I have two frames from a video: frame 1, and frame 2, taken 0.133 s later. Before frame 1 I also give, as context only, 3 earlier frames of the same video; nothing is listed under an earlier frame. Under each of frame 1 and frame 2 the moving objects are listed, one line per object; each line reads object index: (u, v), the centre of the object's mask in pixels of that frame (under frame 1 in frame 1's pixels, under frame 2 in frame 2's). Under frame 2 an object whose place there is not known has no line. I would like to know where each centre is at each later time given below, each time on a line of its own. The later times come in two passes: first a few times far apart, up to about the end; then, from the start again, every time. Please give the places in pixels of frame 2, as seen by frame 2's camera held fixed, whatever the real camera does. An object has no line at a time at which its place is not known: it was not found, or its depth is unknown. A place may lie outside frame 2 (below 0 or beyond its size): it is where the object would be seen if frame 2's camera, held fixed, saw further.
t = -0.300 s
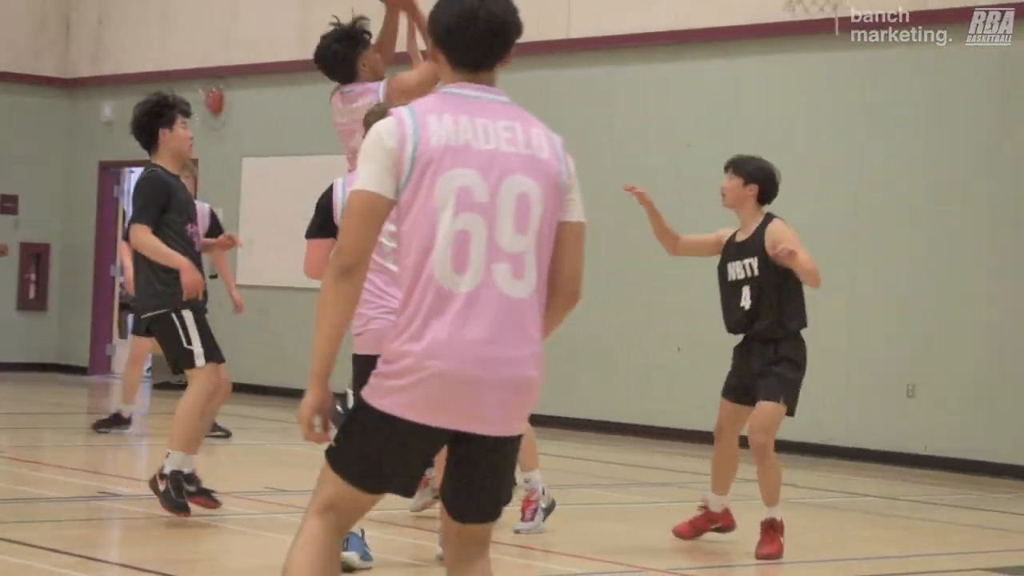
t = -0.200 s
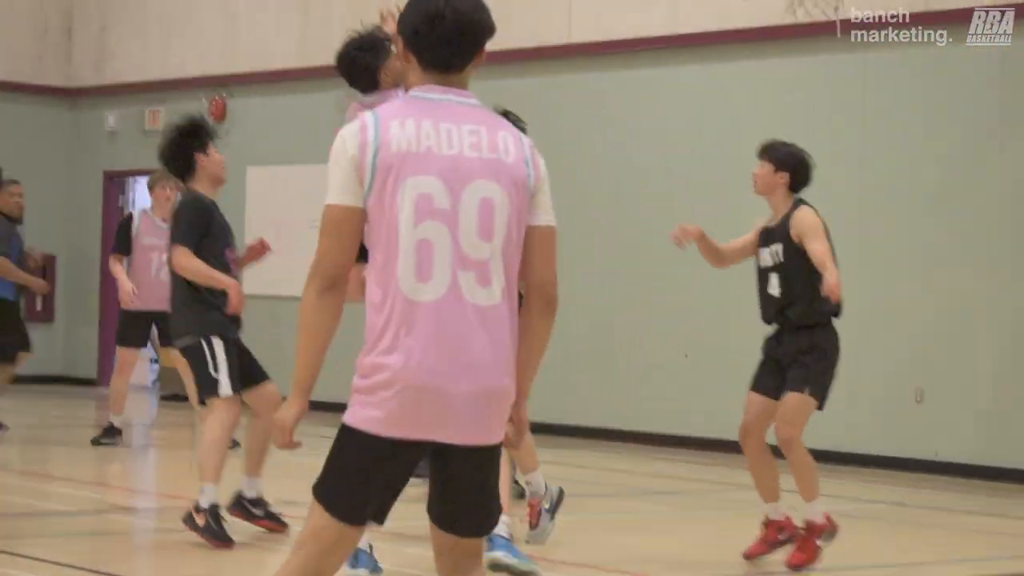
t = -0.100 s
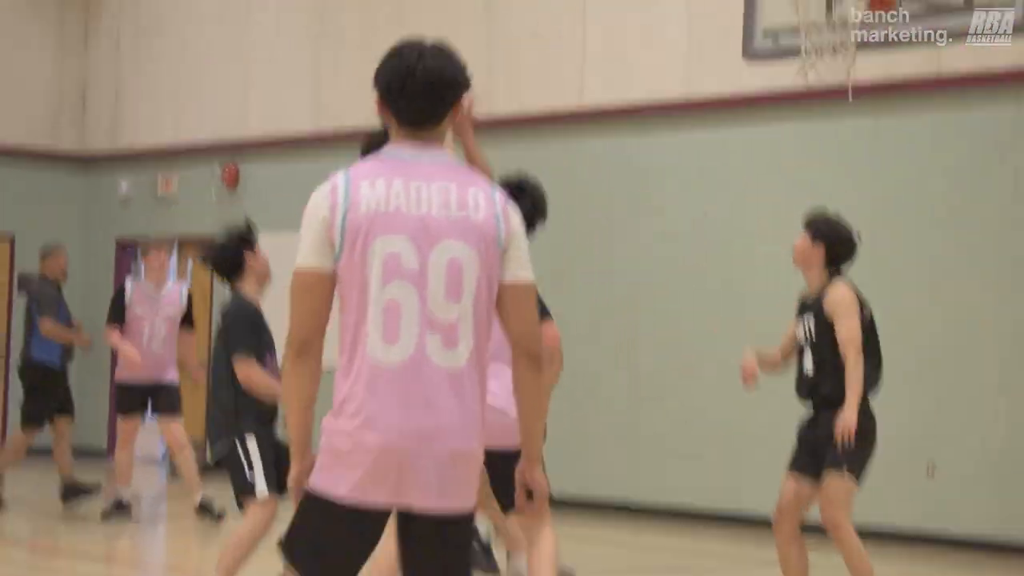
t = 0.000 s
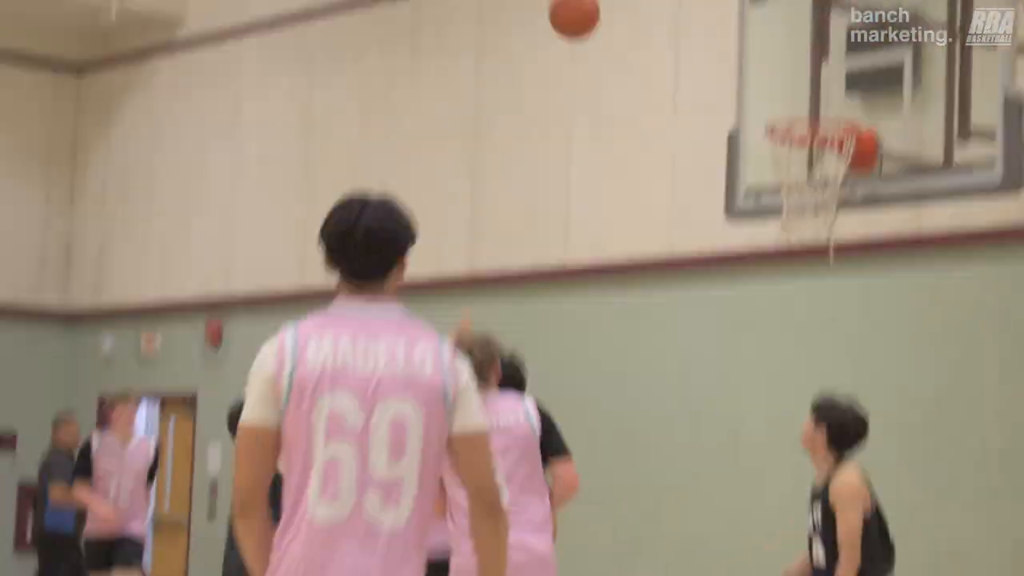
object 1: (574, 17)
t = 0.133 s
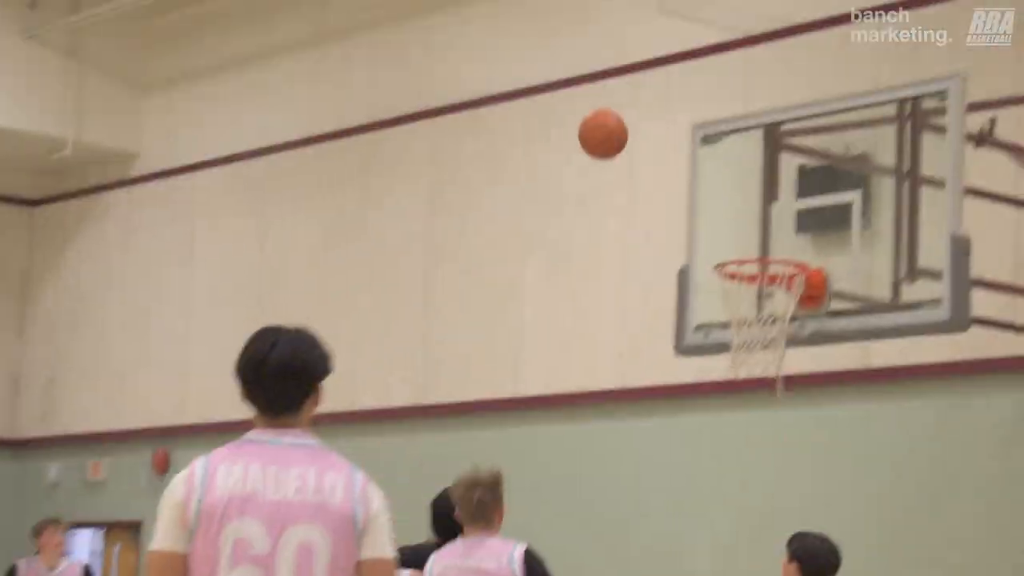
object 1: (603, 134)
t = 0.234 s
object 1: (654, 144)
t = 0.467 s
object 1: (767, 239)
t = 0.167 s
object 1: (620, 135)
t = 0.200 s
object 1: (637, 138)
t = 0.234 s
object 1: (654, 144)
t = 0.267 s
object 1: (671, 151)
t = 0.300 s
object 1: (688, 160)
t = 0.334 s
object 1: (704, 172)
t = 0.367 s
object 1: (719, 186)
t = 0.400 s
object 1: (735, 201)
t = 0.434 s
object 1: (751, 220)
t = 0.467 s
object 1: (767, 239)
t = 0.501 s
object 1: (781, 253)
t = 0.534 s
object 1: (772, 274)
